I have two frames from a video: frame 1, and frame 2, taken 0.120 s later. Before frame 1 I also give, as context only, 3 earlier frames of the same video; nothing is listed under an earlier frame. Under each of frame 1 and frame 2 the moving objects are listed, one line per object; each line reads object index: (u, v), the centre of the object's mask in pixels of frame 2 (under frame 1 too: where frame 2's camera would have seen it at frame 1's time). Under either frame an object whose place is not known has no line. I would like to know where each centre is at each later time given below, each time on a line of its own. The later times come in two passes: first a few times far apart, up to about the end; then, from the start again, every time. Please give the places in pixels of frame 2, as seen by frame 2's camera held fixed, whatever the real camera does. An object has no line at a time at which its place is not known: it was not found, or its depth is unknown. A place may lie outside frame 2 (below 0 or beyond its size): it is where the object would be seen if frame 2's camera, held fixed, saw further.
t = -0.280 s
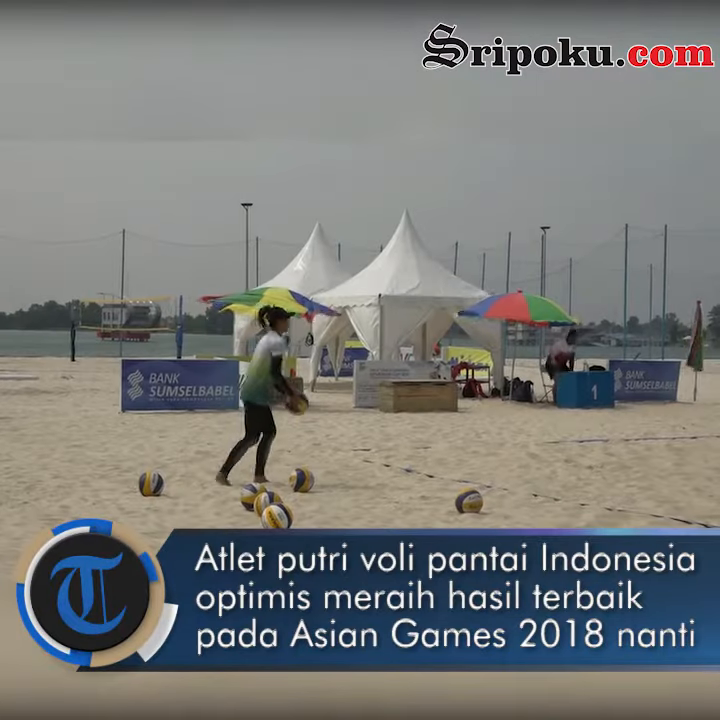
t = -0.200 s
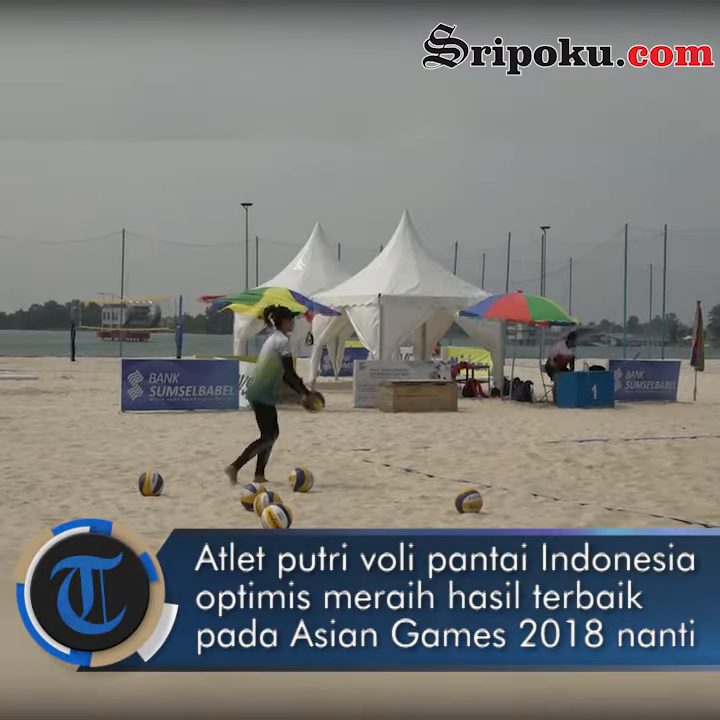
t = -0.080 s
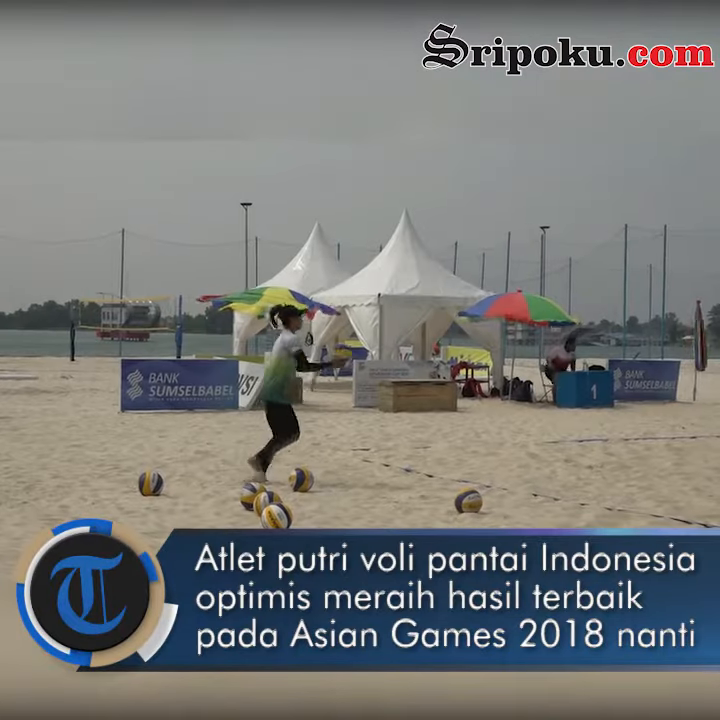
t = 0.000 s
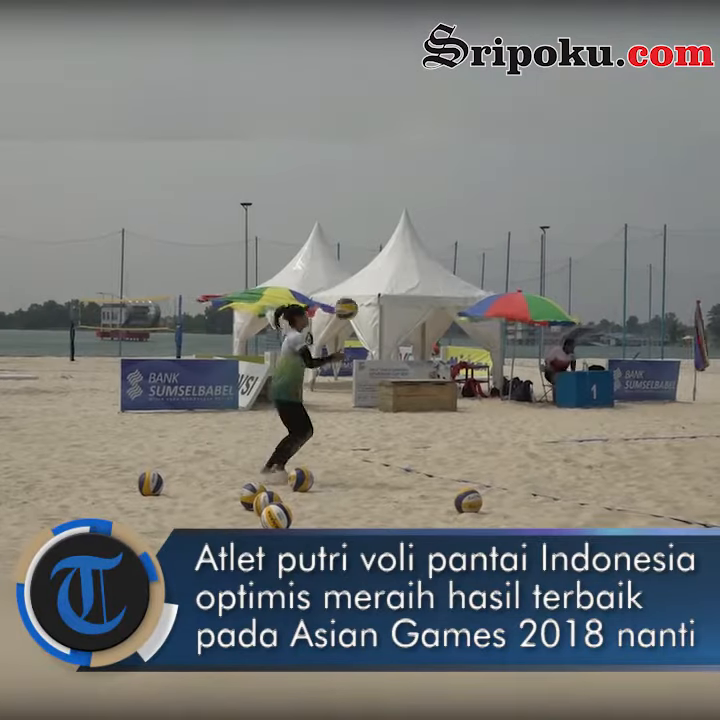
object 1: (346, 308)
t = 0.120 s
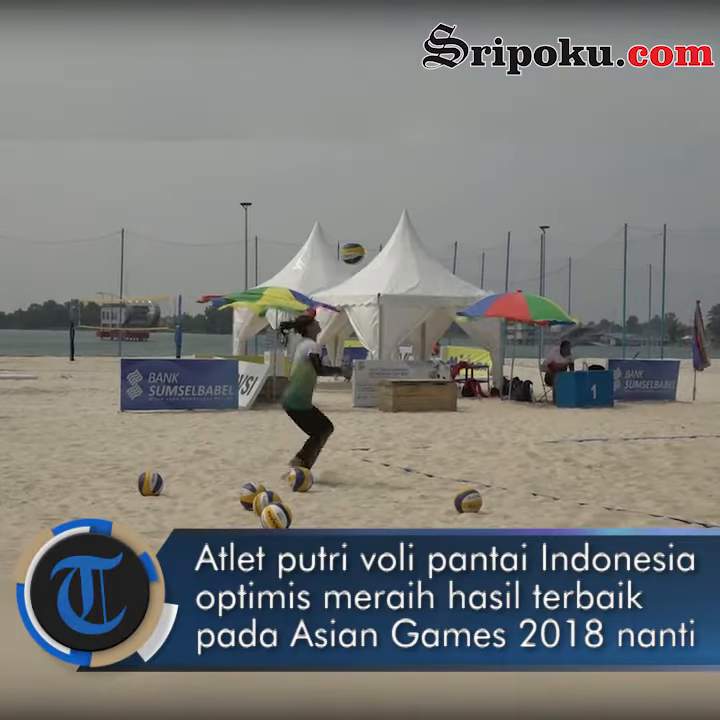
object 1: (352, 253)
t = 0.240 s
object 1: (359, 213)
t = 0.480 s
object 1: (371, 179)
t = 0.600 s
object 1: (376, 185)
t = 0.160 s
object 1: (355, 238)
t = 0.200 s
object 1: (356, 225)
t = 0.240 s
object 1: (359, 213)
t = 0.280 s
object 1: (361, 203)
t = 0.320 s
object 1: (363, 195)
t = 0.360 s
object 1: (365, 189)
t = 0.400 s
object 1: (367, 184)
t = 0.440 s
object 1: (369, 181)
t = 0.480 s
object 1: (371, 179)
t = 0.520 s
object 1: (373, 179)
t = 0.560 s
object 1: (375, 181)
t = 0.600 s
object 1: (376, 185)
